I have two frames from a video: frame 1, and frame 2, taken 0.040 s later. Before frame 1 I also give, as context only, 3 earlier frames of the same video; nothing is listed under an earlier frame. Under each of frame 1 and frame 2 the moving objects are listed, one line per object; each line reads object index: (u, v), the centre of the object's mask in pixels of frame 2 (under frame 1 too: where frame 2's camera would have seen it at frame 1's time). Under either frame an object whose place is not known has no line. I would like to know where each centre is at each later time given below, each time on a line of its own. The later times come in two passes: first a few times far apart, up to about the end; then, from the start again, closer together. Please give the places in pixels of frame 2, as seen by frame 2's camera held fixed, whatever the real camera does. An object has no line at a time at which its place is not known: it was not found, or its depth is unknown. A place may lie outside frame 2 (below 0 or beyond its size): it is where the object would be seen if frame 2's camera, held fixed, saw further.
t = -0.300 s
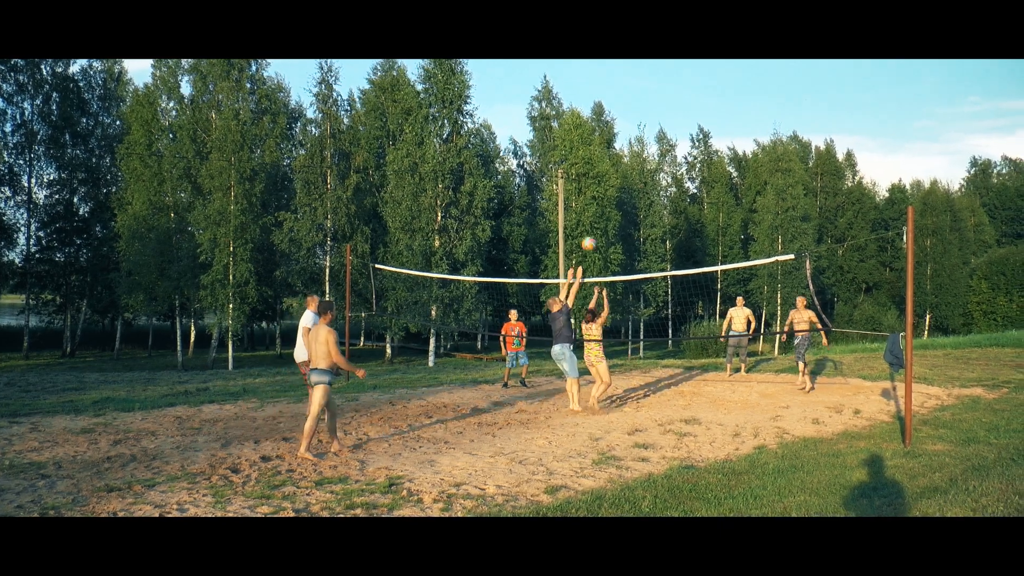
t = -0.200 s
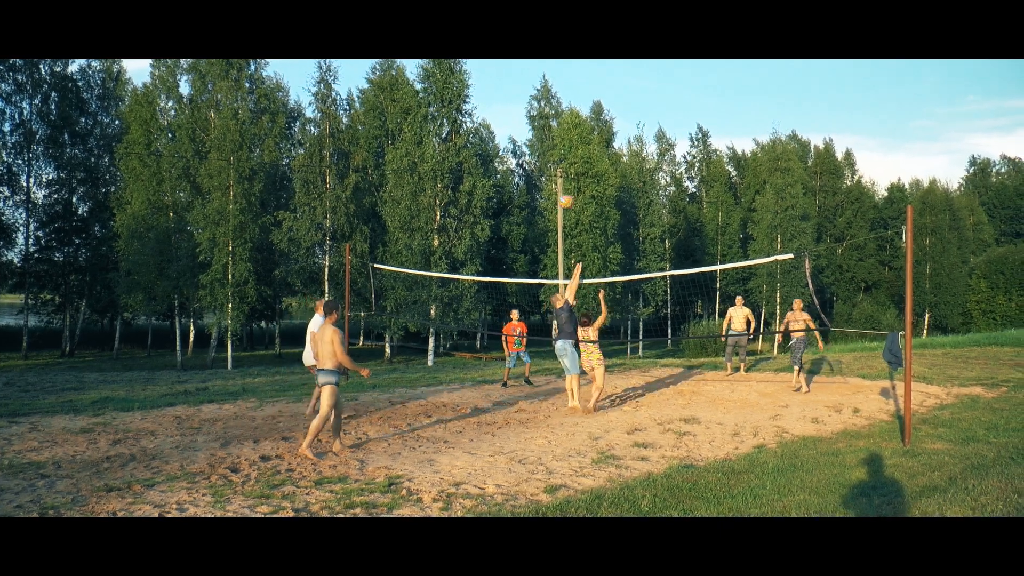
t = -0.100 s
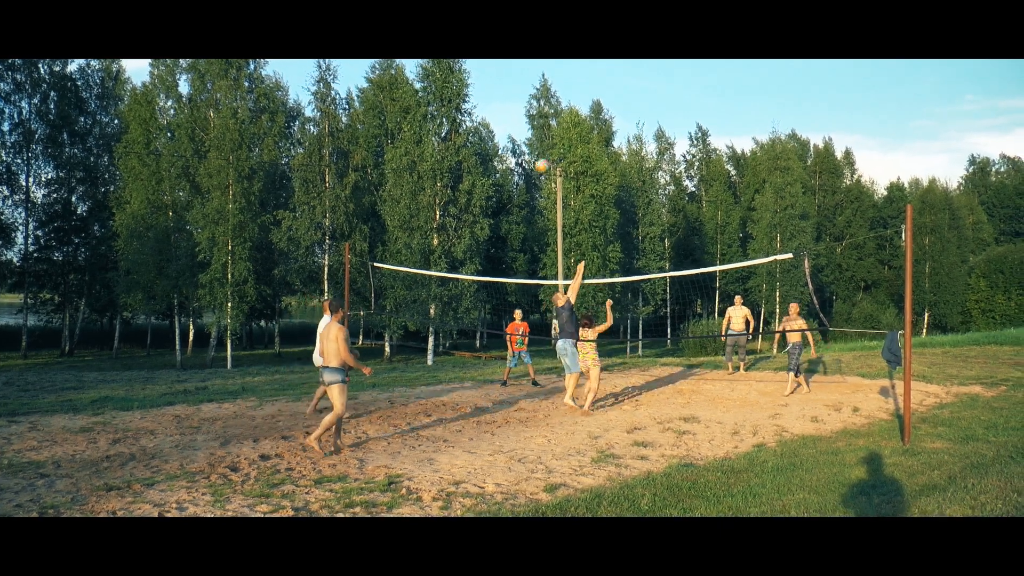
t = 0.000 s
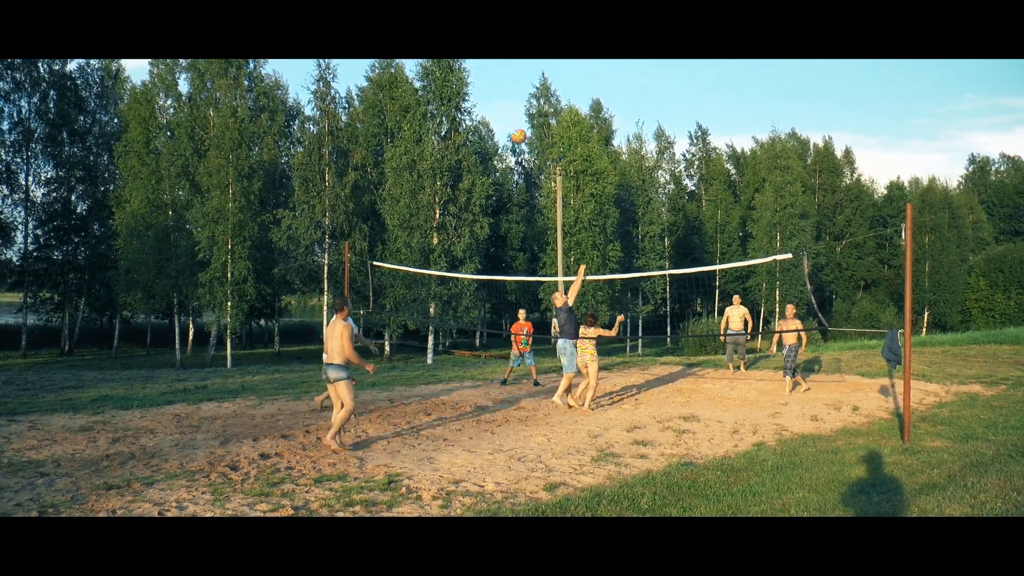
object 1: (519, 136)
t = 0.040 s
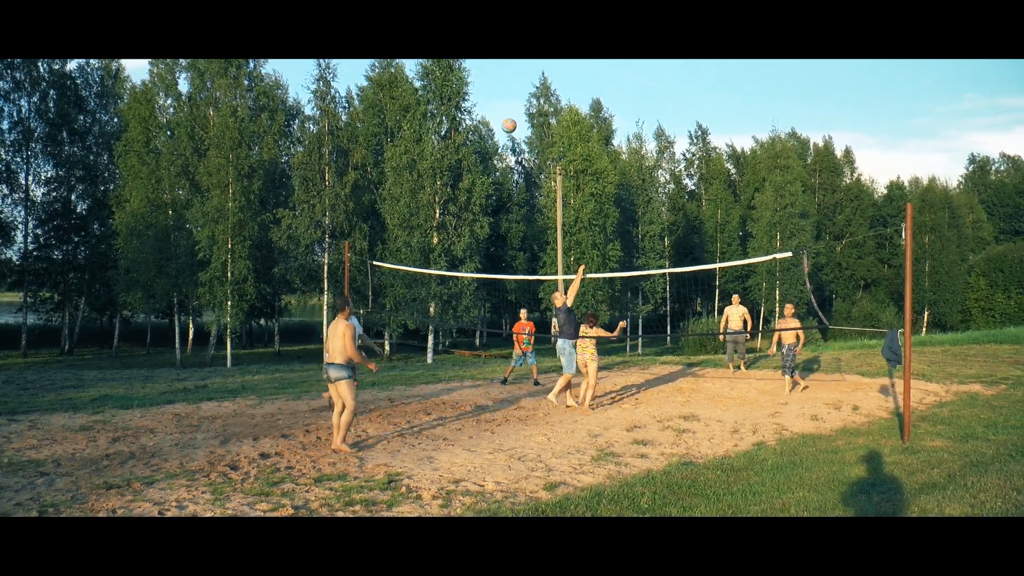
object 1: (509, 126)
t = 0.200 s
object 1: (468, 97)
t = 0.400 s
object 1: (413, 86)
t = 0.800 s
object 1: (292, 165)
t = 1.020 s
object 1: (221, 280)
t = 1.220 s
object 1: (154, 437)
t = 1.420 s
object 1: (97, 393)
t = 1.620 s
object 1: (33, 362)
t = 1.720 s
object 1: (0, 361)
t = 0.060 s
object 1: (504, 121)
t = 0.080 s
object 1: (499, 117)
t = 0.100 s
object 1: (494, 113)
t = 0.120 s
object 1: (489, 109)
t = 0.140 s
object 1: (484, 106)
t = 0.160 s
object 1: (479, 102)
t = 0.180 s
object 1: (474, 99)
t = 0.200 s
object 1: (468, 97)
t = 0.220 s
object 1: (463, 94)
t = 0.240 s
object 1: (457, 92)
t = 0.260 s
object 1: (452, 89)
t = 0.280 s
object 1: (446, 88)
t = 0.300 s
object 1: (441, 88)
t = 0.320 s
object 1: (435, 86)
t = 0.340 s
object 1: (430, 86)
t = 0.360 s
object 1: (424, 86)
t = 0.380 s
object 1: (419, 86)
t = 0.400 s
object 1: (413, 86)
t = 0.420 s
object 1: (408, 86)
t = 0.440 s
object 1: (401, 87)
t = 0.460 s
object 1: (396, 88)
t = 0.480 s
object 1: (390, 90)
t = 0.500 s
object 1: (384, 92)
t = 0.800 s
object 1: (292, 165)
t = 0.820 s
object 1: (286, 173)
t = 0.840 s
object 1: (280, 182)
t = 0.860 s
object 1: (274, 191)
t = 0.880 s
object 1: (267, 200)
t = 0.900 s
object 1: (260, 210)
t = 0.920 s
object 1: (254, 220)
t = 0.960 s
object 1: (241, 243)
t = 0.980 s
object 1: (234, 255)
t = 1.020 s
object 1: (221, 280)
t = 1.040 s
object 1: (214, 293)
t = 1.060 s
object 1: (208, 307)
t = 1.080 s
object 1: (201, 322)
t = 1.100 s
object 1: (195, 337)
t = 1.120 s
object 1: (188, 352)
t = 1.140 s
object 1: (181, 369)
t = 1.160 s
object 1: (174, 385)
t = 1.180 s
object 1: (168, 402)
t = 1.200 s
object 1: (162, 419)
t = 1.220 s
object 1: (154, 437)
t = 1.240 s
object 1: (149, 451)
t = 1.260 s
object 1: (143, 443)
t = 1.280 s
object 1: (137, 437)
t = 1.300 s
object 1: (131, 429)
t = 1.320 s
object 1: (125, 422)
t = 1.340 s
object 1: (119, 416)
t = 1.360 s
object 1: (113, 410)
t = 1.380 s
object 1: (107, 404)
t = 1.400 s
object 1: (102, 398)
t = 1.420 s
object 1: (97, 393)
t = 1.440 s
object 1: (90, 388)
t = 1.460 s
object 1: (85, 384)
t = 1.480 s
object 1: (79, 379)
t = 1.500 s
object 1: (72, 375)
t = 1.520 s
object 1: (65, 371)
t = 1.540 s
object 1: (59, 369)
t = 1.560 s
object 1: (53, 366)
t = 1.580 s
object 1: (47, 365)
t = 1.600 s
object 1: (40, 363)
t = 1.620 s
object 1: (33, 362)
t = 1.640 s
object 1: (28, 361)
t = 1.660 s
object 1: (21, 360)
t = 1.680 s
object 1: (14, 360)
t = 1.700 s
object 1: (6, 360)
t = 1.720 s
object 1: (0, 361)
